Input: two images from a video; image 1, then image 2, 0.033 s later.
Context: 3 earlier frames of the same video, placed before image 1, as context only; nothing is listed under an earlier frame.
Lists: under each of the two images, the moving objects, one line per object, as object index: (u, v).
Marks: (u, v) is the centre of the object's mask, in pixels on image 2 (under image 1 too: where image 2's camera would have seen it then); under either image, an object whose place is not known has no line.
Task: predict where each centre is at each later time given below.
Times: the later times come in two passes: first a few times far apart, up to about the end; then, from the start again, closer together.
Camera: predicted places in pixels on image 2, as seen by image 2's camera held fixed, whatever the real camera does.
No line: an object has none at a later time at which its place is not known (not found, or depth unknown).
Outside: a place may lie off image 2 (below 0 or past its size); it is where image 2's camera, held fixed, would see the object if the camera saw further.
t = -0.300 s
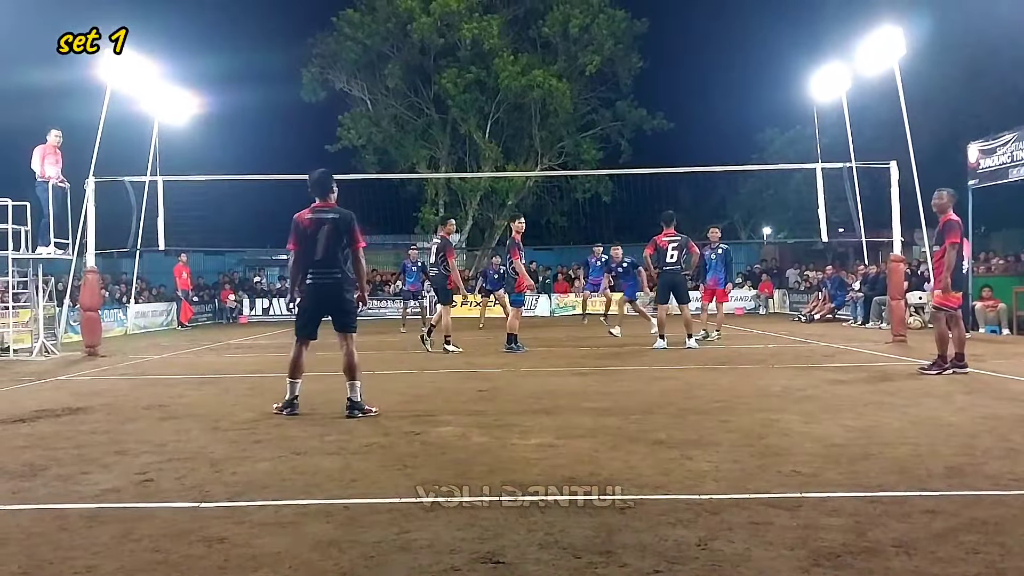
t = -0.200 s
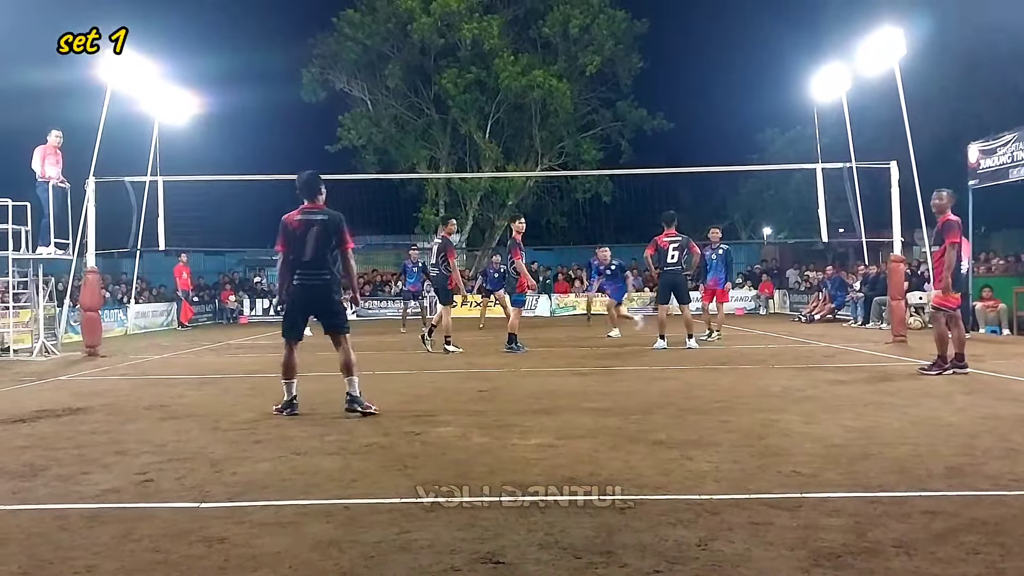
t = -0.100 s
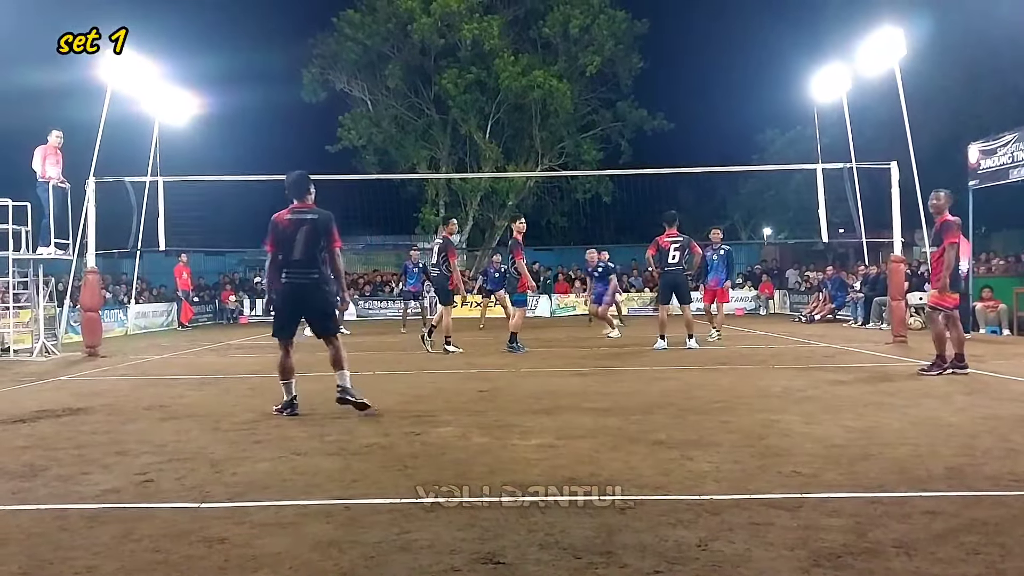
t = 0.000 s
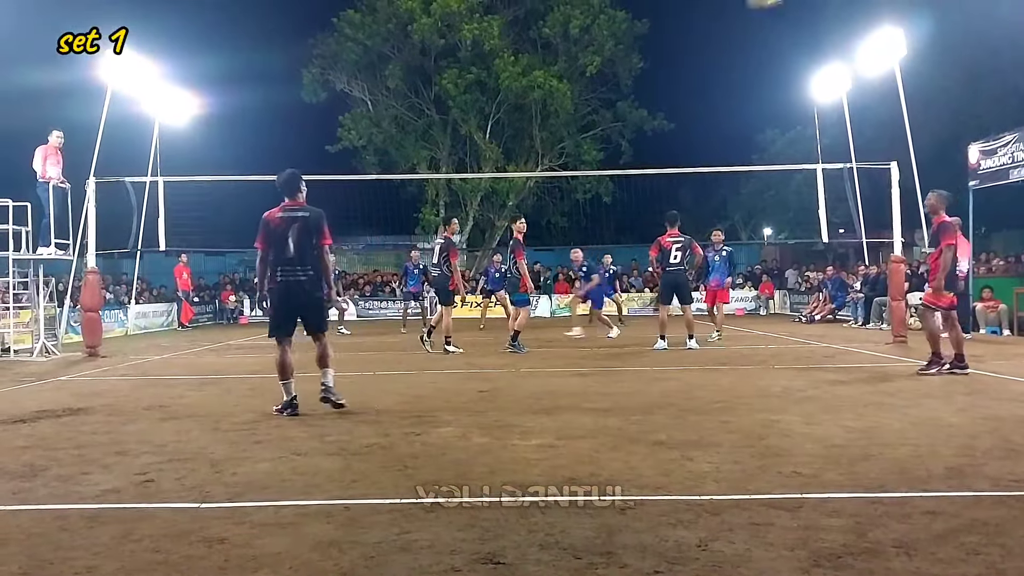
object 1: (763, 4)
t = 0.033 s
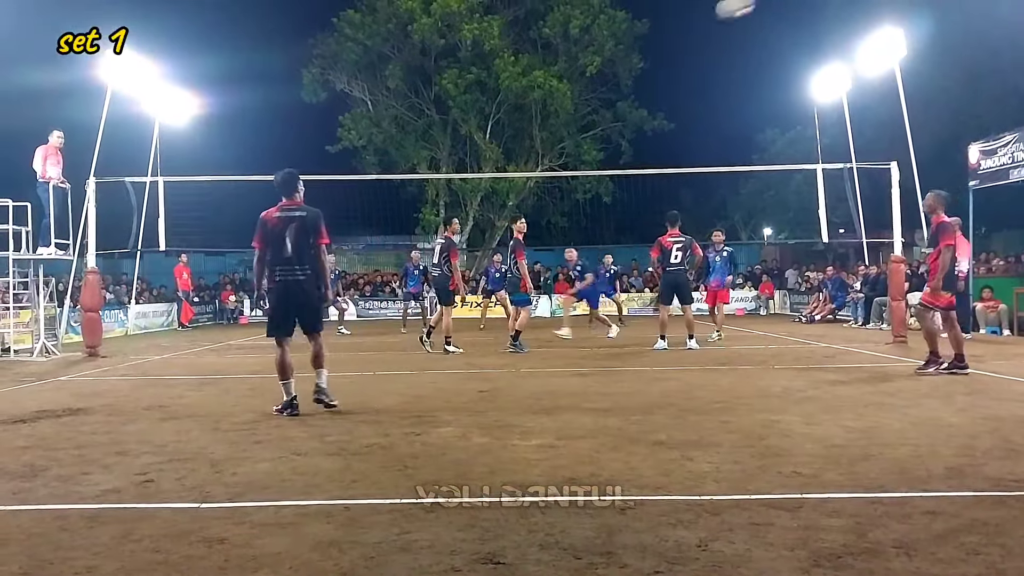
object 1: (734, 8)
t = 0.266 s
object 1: (580, 81)
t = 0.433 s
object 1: (516, 131)
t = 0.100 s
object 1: (684, 28)
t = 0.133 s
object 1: (657, 39)
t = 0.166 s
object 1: (635, 50)
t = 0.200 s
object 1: (615, 60)
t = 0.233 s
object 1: (597, 71)
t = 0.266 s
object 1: (580, 81)
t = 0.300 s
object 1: (565, 91)
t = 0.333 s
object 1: (551, 101)
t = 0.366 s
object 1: (539, 111)
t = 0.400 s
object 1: (527, 121)
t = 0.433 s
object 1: (516, 131)
